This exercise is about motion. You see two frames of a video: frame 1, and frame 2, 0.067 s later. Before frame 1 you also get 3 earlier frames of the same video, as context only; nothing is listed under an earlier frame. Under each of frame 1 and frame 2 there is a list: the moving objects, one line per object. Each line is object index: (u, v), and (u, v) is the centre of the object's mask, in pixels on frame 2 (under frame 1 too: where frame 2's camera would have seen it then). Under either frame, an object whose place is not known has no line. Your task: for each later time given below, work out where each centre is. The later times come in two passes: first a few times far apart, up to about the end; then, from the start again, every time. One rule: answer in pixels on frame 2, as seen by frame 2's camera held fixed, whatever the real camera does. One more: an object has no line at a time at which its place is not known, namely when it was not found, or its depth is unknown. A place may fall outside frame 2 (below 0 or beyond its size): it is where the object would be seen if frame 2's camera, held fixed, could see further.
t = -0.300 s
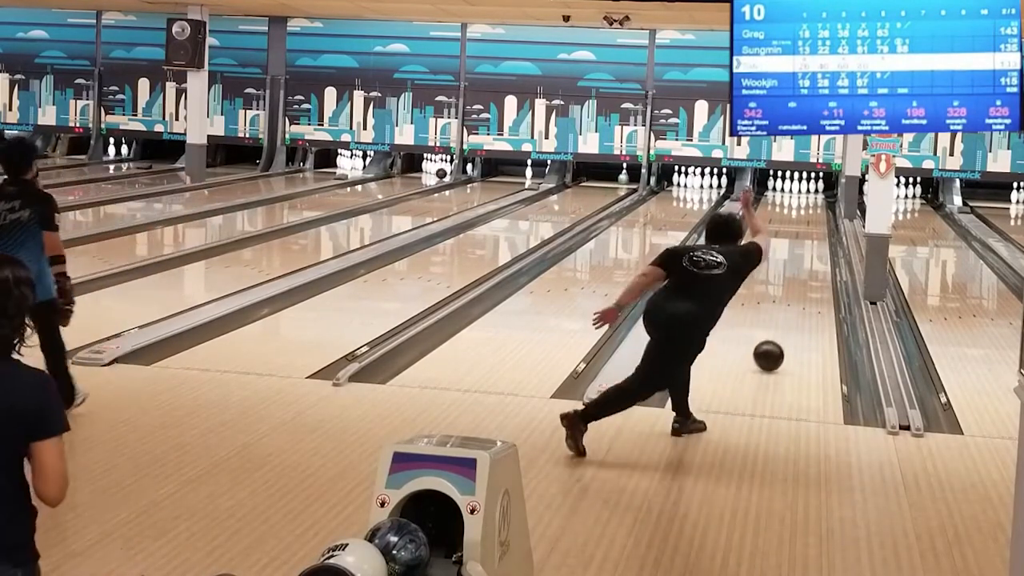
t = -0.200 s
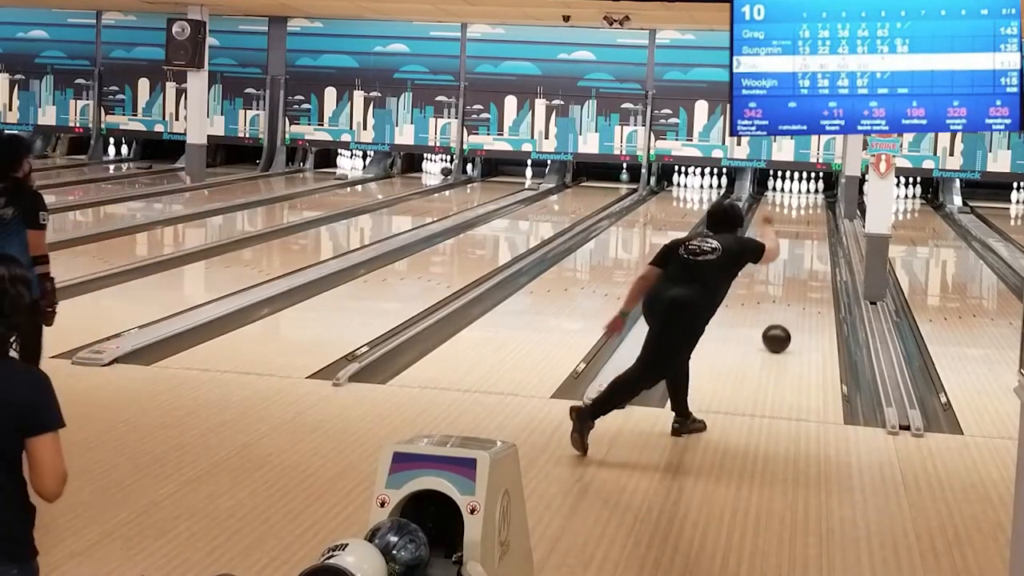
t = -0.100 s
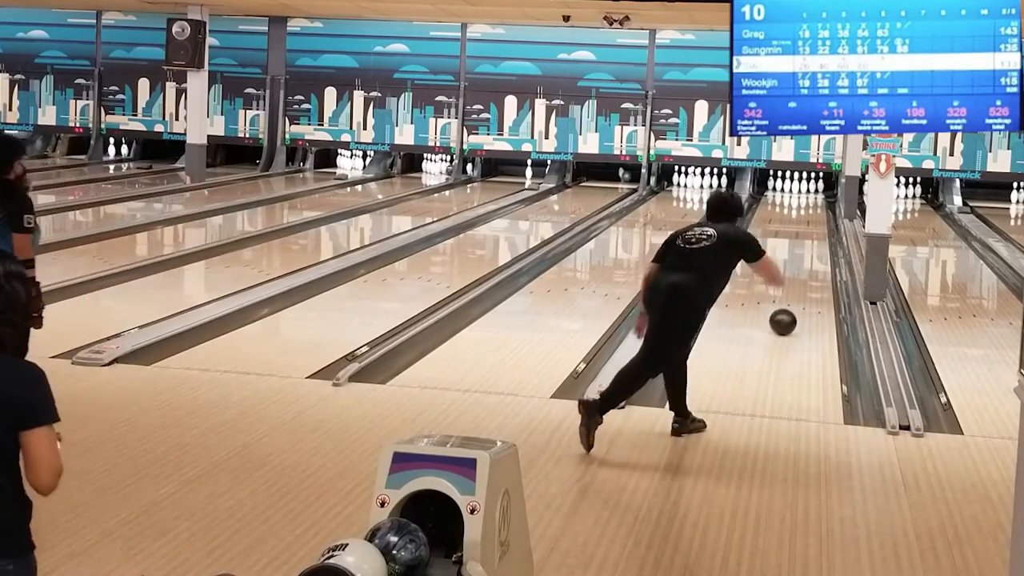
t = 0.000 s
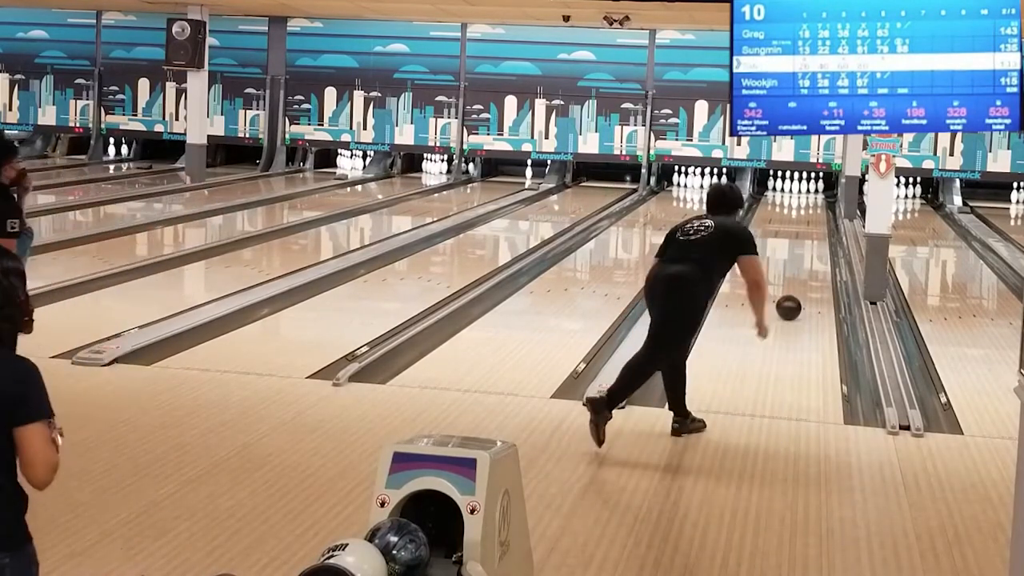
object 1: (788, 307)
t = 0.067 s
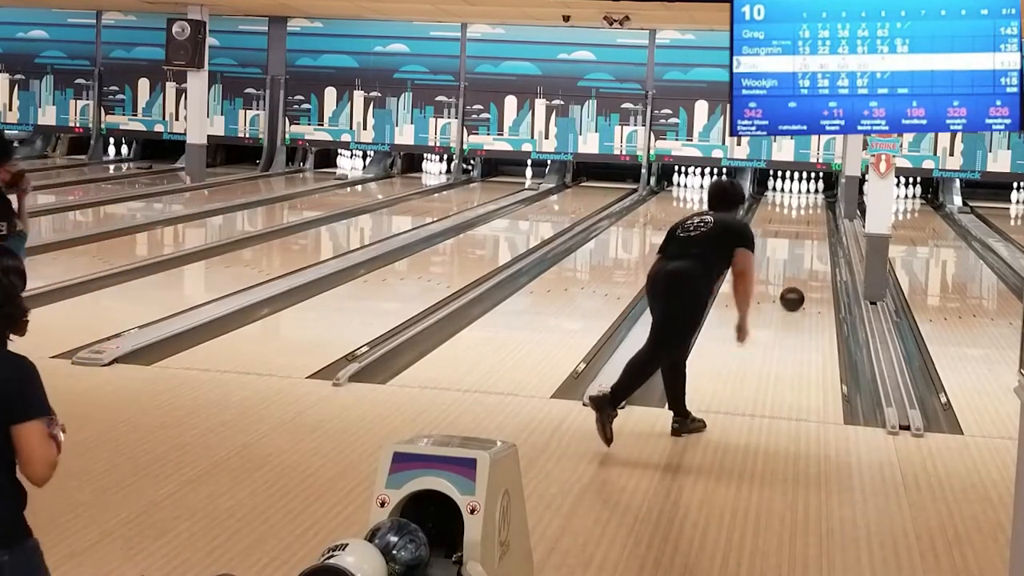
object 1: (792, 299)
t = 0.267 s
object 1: (800, 277)
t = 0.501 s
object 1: (807, 256)
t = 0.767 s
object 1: (812, 238)
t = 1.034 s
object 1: (815, 223)
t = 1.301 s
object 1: (814, 211)
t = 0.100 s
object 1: (793, 294)
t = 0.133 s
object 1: (795, 291)
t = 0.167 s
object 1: (796, 287)
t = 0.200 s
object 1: (798, 284)
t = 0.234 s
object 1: (799, 280)
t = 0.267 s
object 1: (800, 277)
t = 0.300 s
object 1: (801, 274)
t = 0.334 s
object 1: (802, 270)
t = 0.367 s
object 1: (803, 267)
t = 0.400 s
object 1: (805, 264)
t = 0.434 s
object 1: (805, 261)
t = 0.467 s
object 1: (806, 259)
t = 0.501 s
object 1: (807, 256)
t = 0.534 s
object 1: (808, 253)
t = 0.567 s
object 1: (809, 251)
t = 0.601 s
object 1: (810, 248)
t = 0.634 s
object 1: (810, 246)
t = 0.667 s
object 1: (811, 244)
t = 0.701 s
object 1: (811, 242)
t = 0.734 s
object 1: (812, 240)
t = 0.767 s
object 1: (812, 238)
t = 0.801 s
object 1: (813, 235)
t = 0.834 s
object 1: (814, 234)
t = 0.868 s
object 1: (814, 232)
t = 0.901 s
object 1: (814, 230)
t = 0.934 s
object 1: (814, 228)
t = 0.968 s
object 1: (815, 226)
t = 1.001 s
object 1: (815, 225)
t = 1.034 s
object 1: (815, 223)
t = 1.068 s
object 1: (815, 221)
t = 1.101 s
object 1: (815, 220)
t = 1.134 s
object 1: (815, 218)
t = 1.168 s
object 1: (815, 217)
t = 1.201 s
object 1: (815, 215)
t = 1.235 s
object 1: (814, 214)
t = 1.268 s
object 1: (815, 212)
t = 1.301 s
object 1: (814, 211)
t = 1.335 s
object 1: (815, 210)
